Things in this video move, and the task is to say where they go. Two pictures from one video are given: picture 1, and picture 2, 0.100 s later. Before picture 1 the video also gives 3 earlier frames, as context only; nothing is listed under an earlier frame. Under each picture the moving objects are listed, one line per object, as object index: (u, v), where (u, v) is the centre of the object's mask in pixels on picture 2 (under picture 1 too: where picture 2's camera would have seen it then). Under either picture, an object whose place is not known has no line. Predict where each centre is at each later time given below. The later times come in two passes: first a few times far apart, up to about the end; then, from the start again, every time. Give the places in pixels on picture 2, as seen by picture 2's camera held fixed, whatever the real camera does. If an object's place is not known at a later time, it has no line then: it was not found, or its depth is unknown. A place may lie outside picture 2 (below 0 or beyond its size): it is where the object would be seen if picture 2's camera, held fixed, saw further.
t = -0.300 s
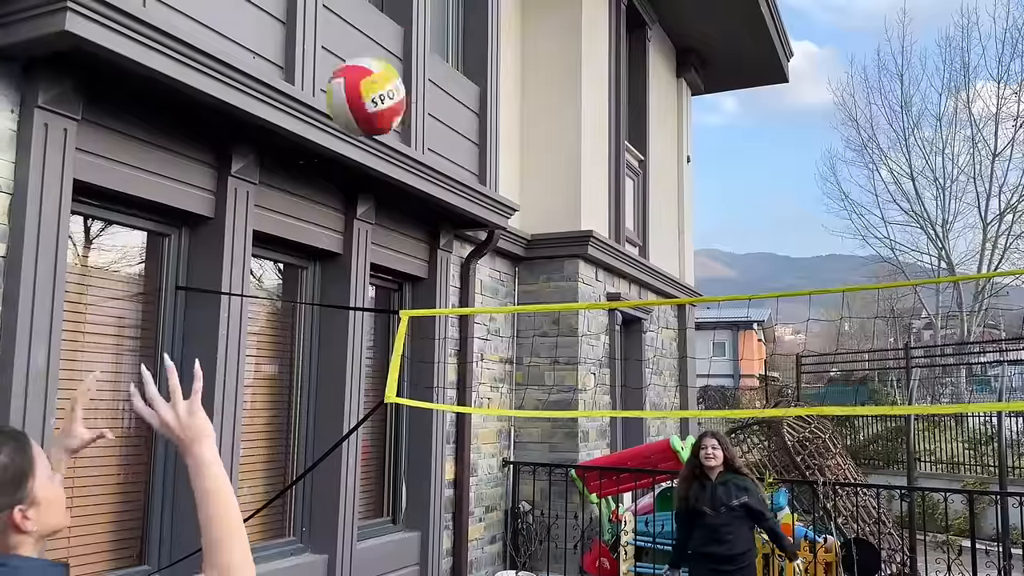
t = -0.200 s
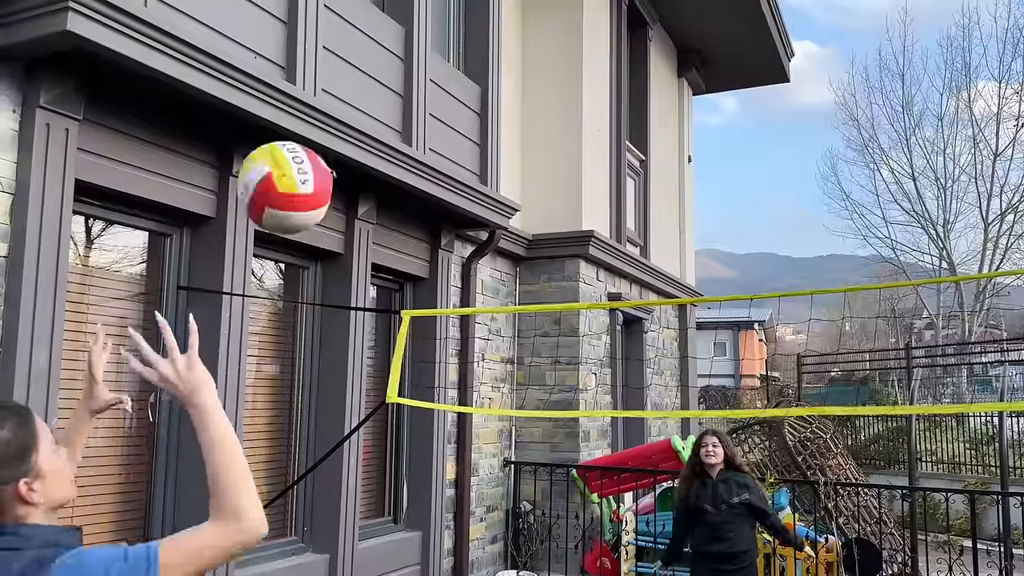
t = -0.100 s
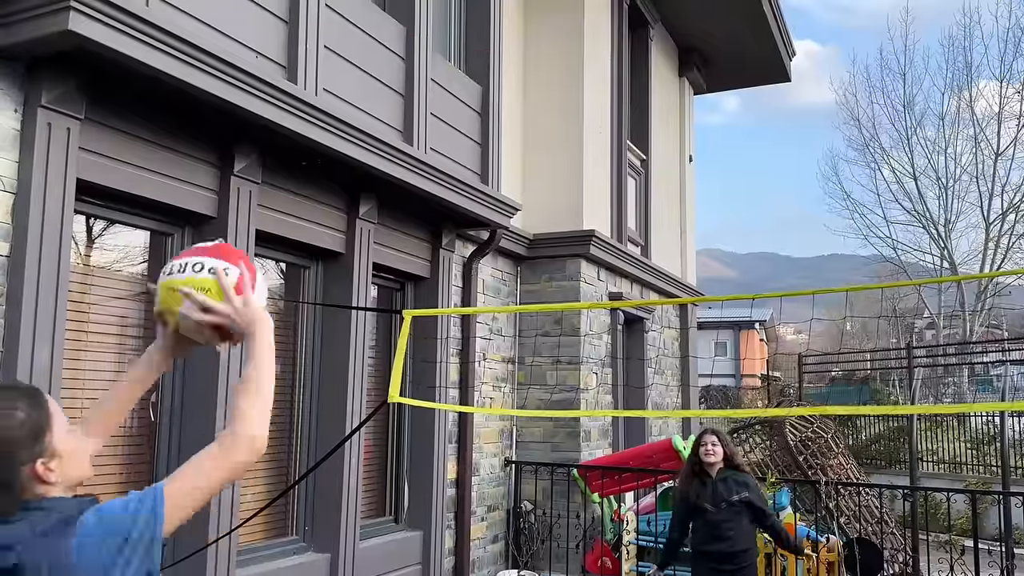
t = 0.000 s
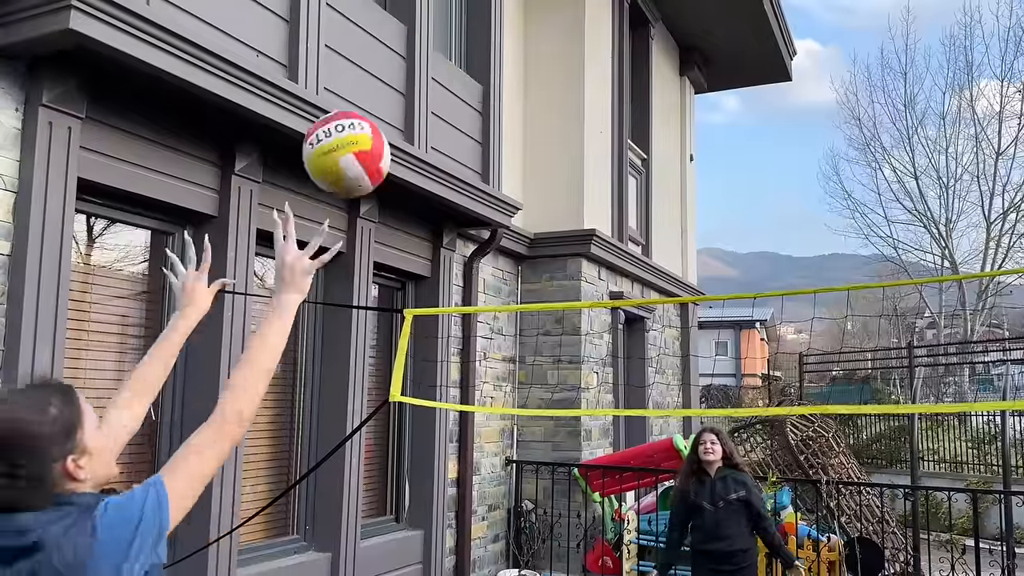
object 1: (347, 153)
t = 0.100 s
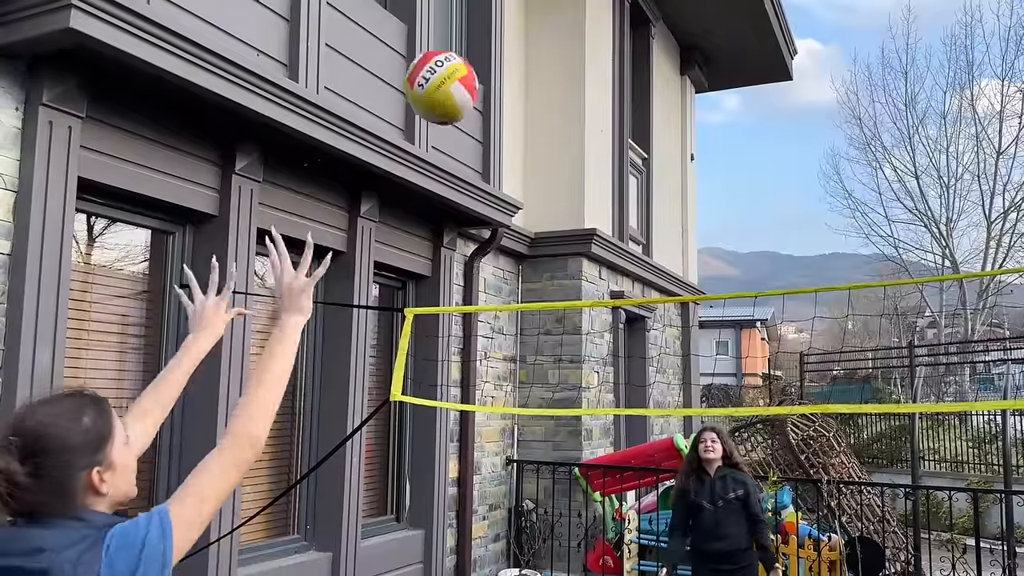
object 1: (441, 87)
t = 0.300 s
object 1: (565, 76)
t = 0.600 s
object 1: (678, 213)
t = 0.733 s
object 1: (715, 311)
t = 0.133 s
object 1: (467, 76)
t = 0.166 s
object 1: (489, 69)
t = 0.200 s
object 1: (511, 66)
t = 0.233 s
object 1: (530, 66)
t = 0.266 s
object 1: (548, 70)
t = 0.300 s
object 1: (565, 76)
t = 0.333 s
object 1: (580, 84)
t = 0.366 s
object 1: (595, 94)
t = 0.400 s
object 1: (609, 107)
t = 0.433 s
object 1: (623, 120)
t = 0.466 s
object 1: (634, 137)
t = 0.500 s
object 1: (646, 153)
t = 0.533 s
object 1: (658, 171)
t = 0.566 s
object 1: (668, 191)
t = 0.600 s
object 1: (678, 213)
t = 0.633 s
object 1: (688, 235)
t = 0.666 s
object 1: (697, 259)
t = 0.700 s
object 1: (707, 279)
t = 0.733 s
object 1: (715, 311)
